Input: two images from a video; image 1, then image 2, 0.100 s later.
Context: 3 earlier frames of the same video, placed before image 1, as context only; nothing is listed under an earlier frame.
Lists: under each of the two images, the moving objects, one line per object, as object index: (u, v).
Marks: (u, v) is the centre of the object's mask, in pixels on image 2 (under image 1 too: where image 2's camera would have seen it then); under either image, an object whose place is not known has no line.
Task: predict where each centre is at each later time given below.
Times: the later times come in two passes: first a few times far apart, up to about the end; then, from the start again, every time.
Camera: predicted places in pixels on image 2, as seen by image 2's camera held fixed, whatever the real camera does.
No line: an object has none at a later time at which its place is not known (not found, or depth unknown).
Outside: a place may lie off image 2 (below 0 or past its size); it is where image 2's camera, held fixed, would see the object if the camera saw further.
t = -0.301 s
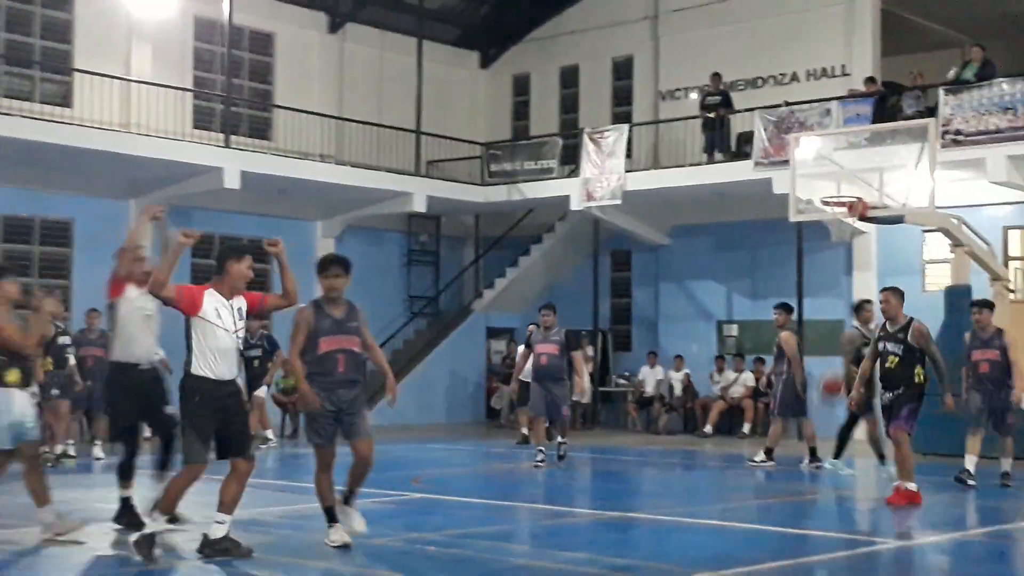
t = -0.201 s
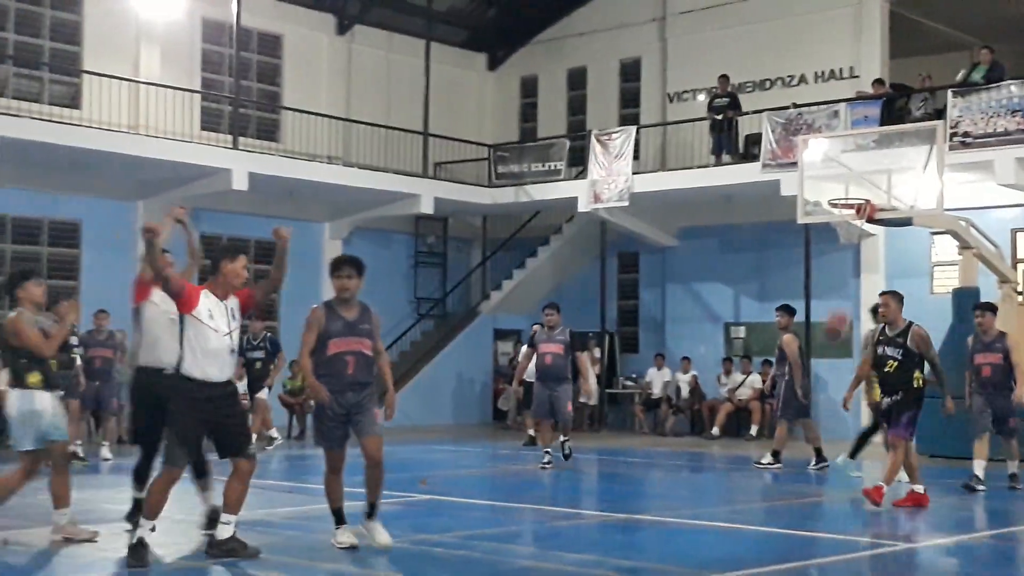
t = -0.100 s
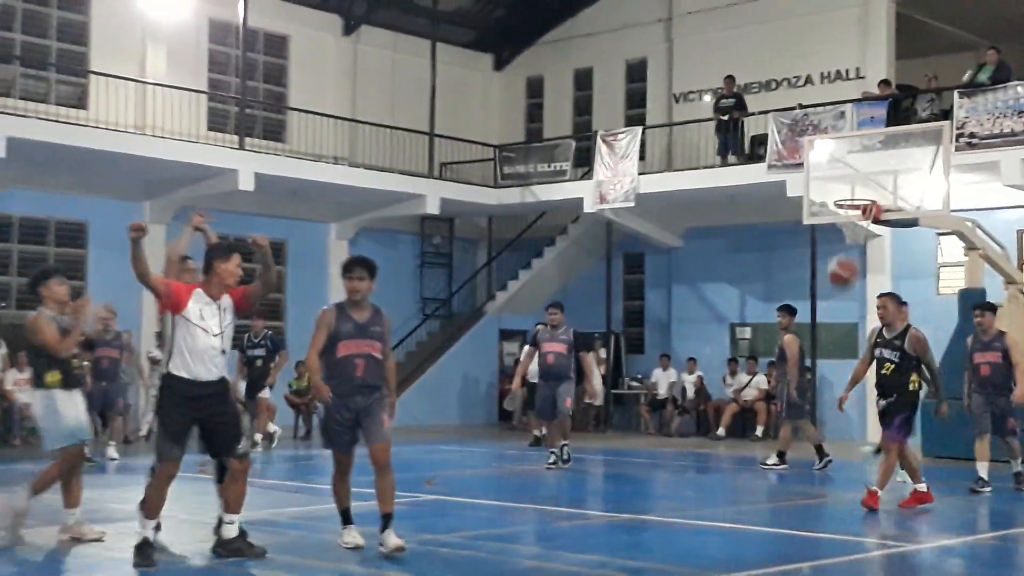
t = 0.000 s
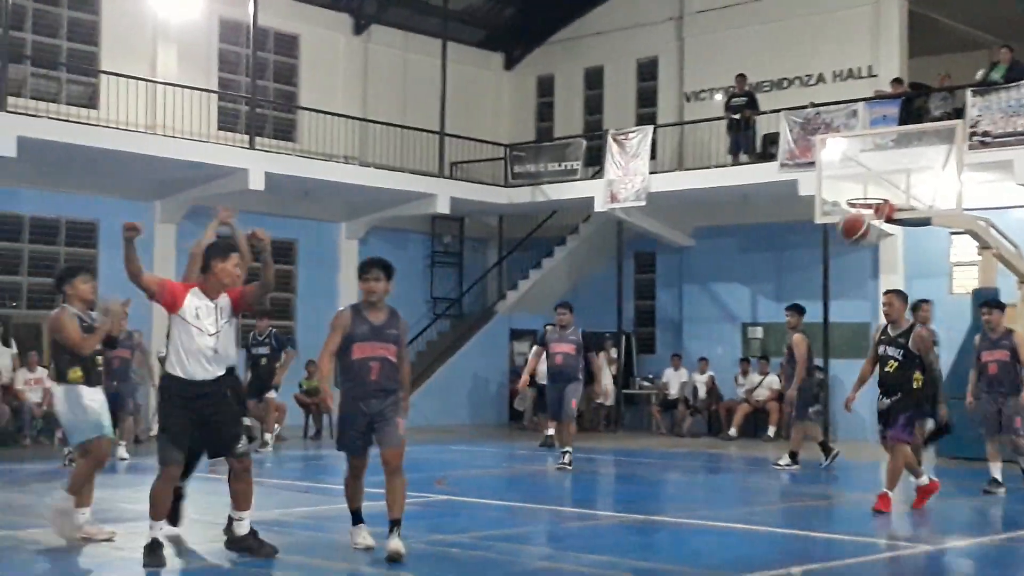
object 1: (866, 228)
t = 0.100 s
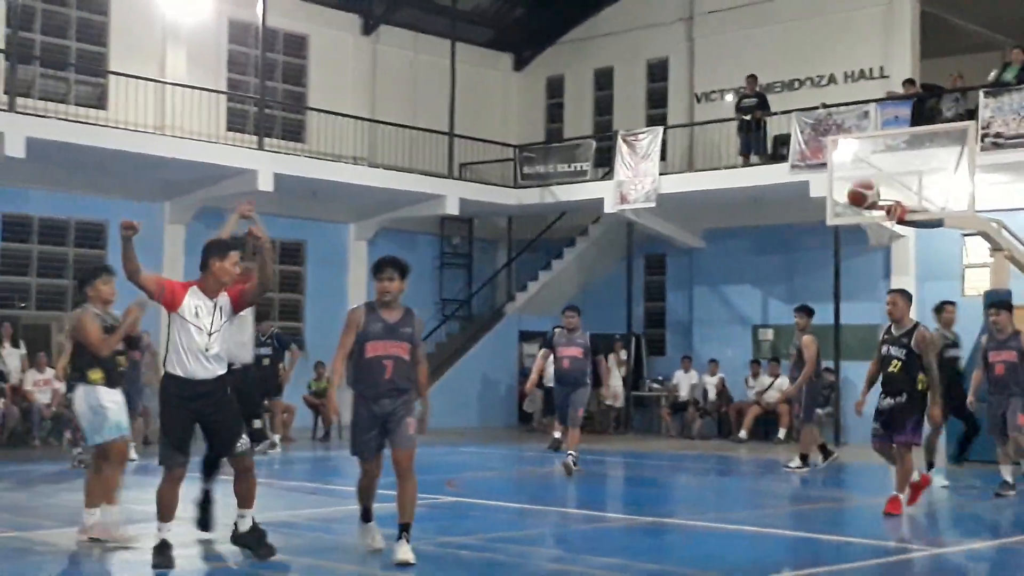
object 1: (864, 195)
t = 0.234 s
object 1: (862, 170)
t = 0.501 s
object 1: (858, 190)
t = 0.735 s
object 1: (854, 301)
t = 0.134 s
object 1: (863, 187)
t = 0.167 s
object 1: (863, 180)
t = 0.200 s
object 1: (862, 174)
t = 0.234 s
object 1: (862, 170)
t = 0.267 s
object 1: (862, 167)
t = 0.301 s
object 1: (861, 166)
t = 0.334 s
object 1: (860, 166)
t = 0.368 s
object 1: (860, 167)
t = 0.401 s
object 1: (859, 169)
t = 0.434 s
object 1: (859, 174)
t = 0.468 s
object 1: (858, 181)
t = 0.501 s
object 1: (858, 190)
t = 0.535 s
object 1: (858, 201)
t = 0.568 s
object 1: (858, 213)
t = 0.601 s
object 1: (857, 227)
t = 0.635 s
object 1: (855, 241)
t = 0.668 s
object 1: (855, 256)
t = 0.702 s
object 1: (855, 278)
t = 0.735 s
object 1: (854, 301)
